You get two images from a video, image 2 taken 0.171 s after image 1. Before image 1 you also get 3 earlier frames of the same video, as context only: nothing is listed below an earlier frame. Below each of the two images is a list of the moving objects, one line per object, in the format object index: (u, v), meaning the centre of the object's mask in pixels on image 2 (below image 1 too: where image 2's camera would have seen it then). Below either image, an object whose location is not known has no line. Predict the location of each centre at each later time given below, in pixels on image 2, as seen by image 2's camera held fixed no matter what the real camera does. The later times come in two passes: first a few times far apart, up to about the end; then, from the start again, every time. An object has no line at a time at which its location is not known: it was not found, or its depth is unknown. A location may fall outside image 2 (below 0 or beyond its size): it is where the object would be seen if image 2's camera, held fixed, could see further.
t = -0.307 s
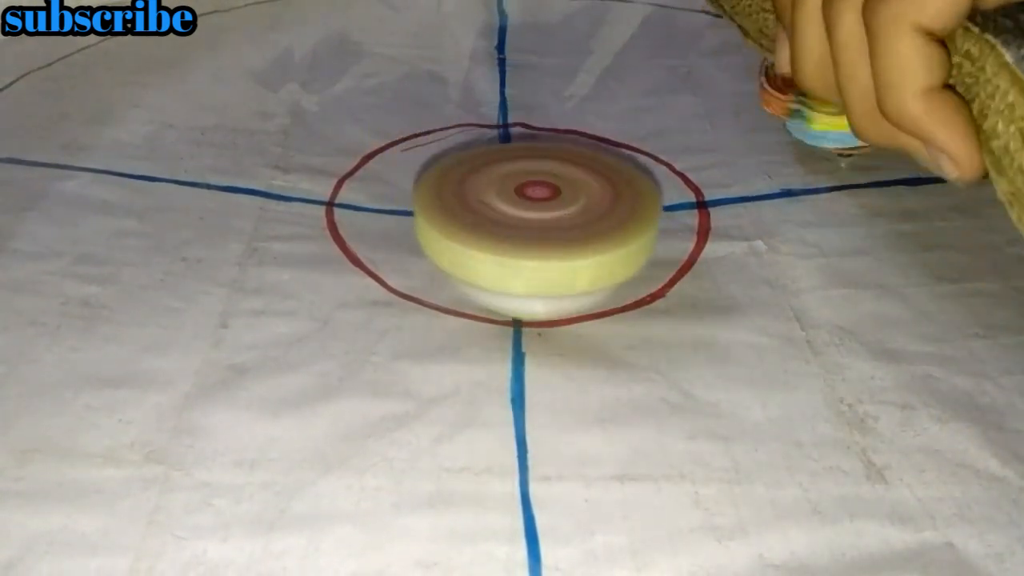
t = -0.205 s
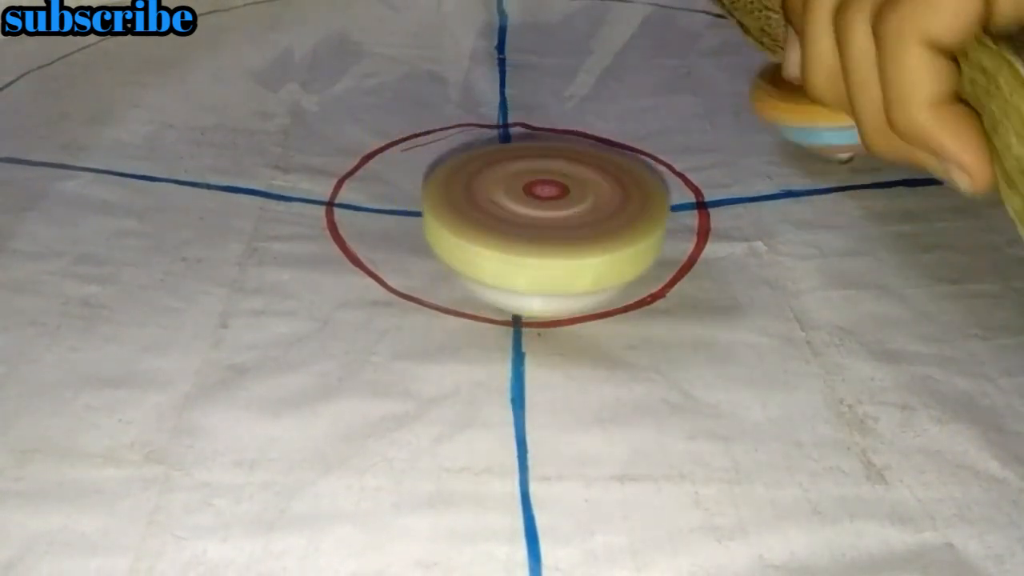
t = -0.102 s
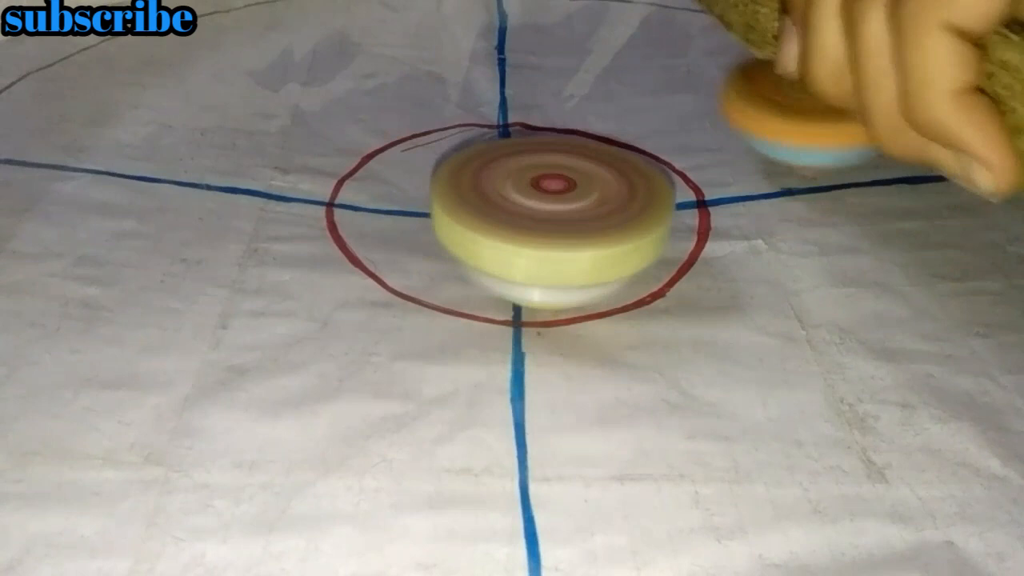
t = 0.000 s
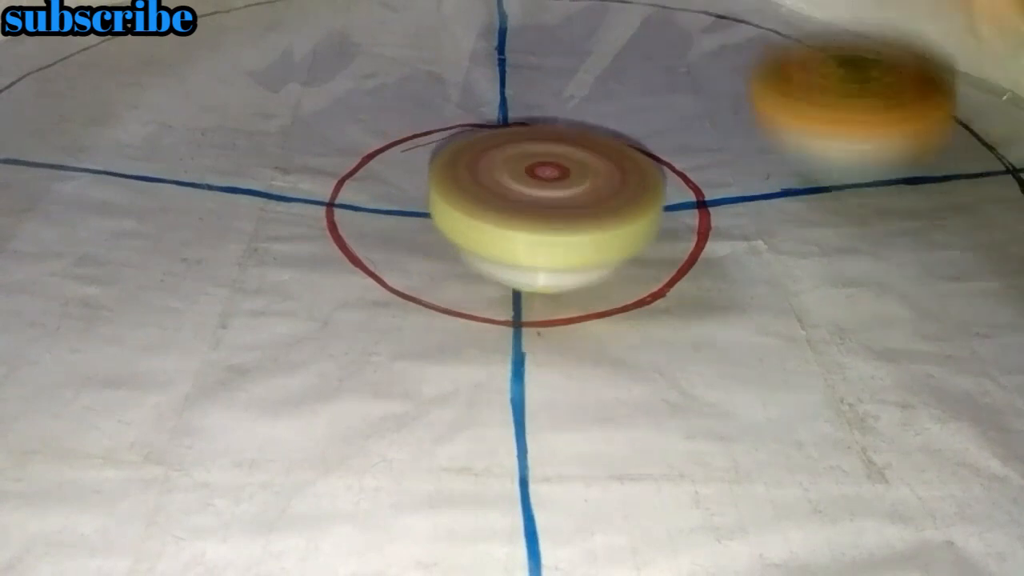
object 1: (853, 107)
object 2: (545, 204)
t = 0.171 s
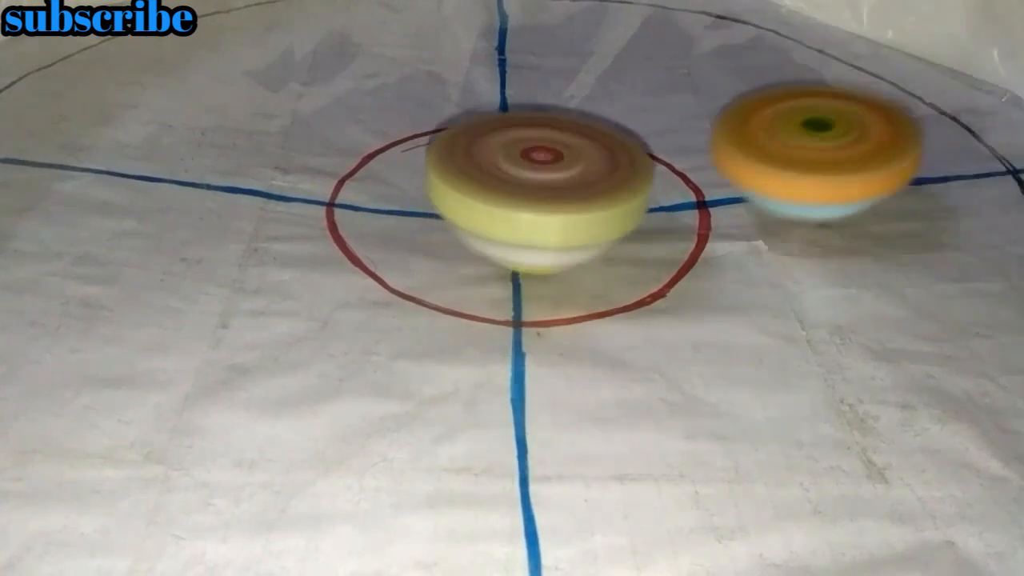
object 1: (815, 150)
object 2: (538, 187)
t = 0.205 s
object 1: (806, 155)
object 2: (538, 182)
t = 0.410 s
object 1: (762, 210)
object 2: (522, 156)
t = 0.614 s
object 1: (867, 313)
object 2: (497, 128)
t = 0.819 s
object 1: (939, 380)
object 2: (471, 122)
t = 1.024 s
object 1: (935, 363)
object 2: (480, 123)
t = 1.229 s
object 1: (915, 347)
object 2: (499, 111)
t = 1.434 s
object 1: (842, 339)
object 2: (508, 122)
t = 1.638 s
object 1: (767, 334)
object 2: (537, 120)
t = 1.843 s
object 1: (727, 324)
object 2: (525, 110)
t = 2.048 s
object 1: (659, 284)
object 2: (532, 121)
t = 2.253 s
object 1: (548, 258)
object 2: (504, 91)
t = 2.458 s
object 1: (530, 252)
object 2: (501, 63)
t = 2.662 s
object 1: (515, 227)
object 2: (495, 50)
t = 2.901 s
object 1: (504, 196)
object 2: (482, 49)
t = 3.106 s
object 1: (505, 170)
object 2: (494, 60)
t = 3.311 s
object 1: (496, 175)
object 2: (497, 56)
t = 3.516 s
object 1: (494, 183)
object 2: (496, 64)
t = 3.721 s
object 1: (482, 206)
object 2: (524, 63)
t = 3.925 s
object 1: (411, 271)
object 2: (573, 41)
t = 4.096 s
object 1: (413, 271)
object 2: (600, 39)
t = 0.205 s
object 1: (806, 155)
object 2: (538, 182)
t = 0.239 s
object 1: (797, 161)
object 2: (536, 177)
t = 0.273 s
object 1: (788, 168)
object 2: (533, 173)
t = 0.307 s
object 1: (781, 178)
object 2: (529, 167)
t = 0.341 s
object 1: (770, 189)
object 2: (524, 162)
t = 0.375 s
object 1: (762, 198)
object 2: (521, 159)
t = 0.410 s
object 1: (762, 210)
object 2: (522, 156)
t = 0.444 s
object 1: (770, 225)
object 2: (522, 152)
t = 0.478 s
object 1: (784, 242)
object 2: (522, 146)
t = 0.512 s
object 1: (801, 260)
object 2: (519, 140)
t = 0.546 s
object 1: (820, 278)
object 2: (513, 135)
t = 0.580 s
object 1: (842, 296)
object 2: (505, 130)
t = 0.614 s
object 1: (867, 313)
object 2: (497, 128)
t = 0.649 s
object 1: (888, 329)
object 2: (493, 127)
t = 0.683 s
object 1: (900, 347)
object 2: (487, 128)
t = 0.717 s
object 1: (911, 361)
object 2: (480, 127)
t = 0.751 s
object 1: (920, 372)
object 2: (473, 124)
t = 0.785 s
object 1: (930, 378)
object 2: (472, 123)
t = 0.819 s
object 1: (939, 380)
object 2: (471, 122)
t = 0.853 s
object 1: (949, 377)
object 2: (470, 122)
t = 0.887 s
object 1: (957, 371)
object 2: (470, 122)
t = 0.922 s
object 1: (962, 365)
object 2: (470, 123)
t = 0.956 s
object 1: (959, 363)
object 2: (473, 123)
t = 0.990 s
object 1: (947, 363)
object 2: (476, 123)
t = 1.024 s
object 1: (935, 363)
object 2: (480, 123)
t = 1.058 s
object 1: (927, 363)
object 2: (485, 123)
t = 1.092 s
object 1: (922, 360)
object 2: (494, 121)
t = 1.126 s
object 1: (918, 358)
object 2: (503, 118)
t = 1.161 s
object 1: (915, 354)
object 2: (510, 115)
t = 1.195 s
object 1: (915, 350)
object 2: (508, 112)
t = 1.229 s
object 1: (915, 347)
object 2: (499, 111)
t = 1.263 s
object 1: (909, 347)
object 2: (493, 112)
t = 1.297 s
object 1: (900, 349)
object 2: (490, 115)
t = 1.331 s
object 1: (889, 351)
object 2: (490, 118)
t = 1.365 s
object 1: (877, 350)
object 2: (493, 120)
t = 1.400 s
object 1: (859, 344)
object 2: (500, 120)
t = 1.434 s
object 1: (842, 339)
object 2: (508, 122)
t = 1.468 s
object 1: (824, 337)
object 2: (512, 125)
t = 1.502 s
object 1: (805, 335)
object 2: (517, 126)
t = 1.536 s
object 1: (791, 335)
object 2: (523, 128)
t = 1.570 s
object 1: (782, 338)
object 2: (527, 127)
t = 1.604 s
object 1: (774, 338)
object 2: (532, 124)
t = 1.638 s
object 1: (767, 334)
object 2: (537, 120)
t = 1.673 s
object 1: (758, 334)
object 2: (537, 116)
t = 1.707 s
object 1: (743, 339)
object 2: (535, 113)
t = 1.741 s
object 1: (728, 339)
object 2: (533, 111)
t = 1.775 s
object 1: (719, 334)
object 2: (530, 109)
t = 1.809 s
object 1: (720, 328)
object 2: (527, 109)
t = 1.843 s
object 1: (727, 324)
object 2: (525, 110)
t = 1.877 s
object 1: (724, 320)
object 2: (524, 111)
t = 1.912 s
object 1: (713, 317)
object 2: (526, 114)
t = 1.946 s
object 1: (696, 314)
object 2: (533, 119)
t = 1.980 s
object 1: (682, 307)
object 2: (534, 123)
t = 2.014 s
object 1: (672, 296)
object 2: (532, 123)
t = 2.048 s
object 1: (659, 284)
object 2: (532, 121)
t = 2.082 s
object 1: (641, 271)
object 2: (529, 121)
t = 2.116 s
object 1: (618, 259)
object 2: (520, 121)
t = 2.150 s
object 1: (599, 245)
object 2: (512, 120)
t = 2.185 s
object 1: (581, 235)
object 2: (508, 116)
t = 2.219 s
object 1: (565, 248)
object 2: (508, 105)
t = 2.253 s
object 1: (548, 258)
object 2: (504, 91)
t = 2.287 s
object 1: (538, 262)
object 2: (505, 82)
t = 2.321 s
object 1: (531, 263)
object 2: (501, 79)
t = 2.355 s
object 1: (526, 261)
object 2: (498, 74)
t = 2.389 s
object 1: (524, 259)
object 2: (498, 70)
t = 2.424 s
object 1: (526, 256)
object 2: (499, 67)
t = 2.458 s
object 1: (530, 252)
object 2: (501, 63)
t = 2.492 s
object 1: (532, 248)
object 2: (501, 60)
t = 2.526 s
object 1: (531, 245)
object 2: (501, 58)
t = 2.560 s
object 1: (526, 241)
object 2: (504, 57)
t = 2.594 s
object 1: (520, 237)
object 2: (506, 55)
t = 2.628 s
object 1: (517, 232)
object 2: (500, 52)
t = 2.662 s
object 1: (515, 227)
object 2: (495, 50)
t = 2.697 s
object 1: (514, 223)
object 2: (492, 49)
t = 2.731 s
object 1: (514, 219)
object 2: (489, 48)
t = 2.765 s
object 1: (513, 214)
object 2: (487, 47)
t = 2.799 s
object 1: (511, 210)
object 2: (483, 45)
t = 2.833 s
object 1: (508, 207)
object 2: (481, 45)
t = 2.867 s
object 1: (506, 202)
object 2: (481, 46)
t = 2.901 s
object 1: (504, 196)
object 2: (482, 49)
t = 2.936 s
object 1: (505, 191)
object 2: (483, 52)
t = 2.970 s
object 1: (506, 186)
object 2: (488, 55)
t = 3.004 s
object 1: (507, 181)
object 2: (493, 57)
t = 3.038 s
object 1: (507, 177)
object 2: (494, 59)
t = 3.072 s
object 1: (506, 173)
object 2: (495, 60)
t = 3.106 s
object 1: (505, 170)
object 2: (494, 60)
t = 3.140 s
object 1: (503, 166)
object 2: (493, 58)
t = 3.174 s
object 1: (503, 166)
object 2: (492, 57)
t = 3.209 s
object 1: (504, 165)
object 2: (492, 57)
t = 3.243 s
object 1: (502, 169)
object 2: (497, 57)
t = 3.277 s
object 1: (499, 173)
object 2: (499, 56)
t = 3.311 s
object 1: (496, 175)
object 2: (497, 56)
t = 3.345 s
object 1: (495, 176)
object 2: (496, 58)
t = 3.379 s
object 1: (493, 177)
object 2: (496, 59)
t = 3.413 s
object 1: (493, 179)
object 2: (498, 61)
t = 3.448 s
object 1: (492, 181)
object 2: (499, 62)
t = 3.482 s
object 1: (493, 182)
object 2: (498, 63)
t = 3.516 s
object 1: (494, 183)
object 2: (496, 64)
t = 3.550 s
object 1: (497, 183)
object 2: (497, 66)
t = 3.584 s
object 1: (501, 183)
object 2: (498, 66)
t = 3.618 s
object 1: (505, 182)
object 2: (497, 67)
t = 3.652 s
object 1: (509, 182)
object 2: (500, 68)
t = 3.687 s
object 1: (510, 184)
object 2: (502, 72)
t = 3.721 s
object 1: (482, 206)
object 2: (524, 63)
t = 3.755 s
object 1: (452, 229)
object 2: (539, 53)
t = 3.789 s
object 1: (428, 245)
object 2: (553, 47)
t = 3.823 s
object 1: (416, 256)
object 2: (564, 46)
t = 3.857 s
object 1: (411, 263)
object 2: (566, 46)
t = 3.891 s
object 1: (410, 268)
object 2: (569, 44)
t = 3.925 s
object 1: (411, 271)
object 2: (573, 41)
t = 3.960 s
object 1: (413, 272)
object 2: (579, 41)
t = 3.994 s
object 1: (414, 272)
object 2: (584, 39)
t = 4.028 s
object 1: (414, 272)
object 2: (591, 40)
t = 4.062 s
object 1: (414, 271)
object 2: (595, 40)
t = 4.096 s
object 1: (413, 271)
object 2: (600, 39)
